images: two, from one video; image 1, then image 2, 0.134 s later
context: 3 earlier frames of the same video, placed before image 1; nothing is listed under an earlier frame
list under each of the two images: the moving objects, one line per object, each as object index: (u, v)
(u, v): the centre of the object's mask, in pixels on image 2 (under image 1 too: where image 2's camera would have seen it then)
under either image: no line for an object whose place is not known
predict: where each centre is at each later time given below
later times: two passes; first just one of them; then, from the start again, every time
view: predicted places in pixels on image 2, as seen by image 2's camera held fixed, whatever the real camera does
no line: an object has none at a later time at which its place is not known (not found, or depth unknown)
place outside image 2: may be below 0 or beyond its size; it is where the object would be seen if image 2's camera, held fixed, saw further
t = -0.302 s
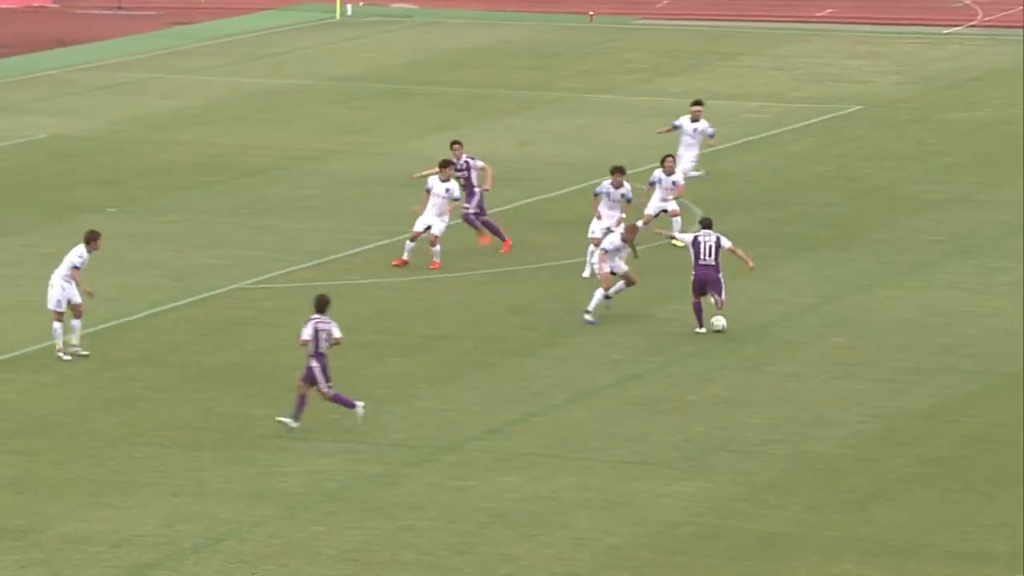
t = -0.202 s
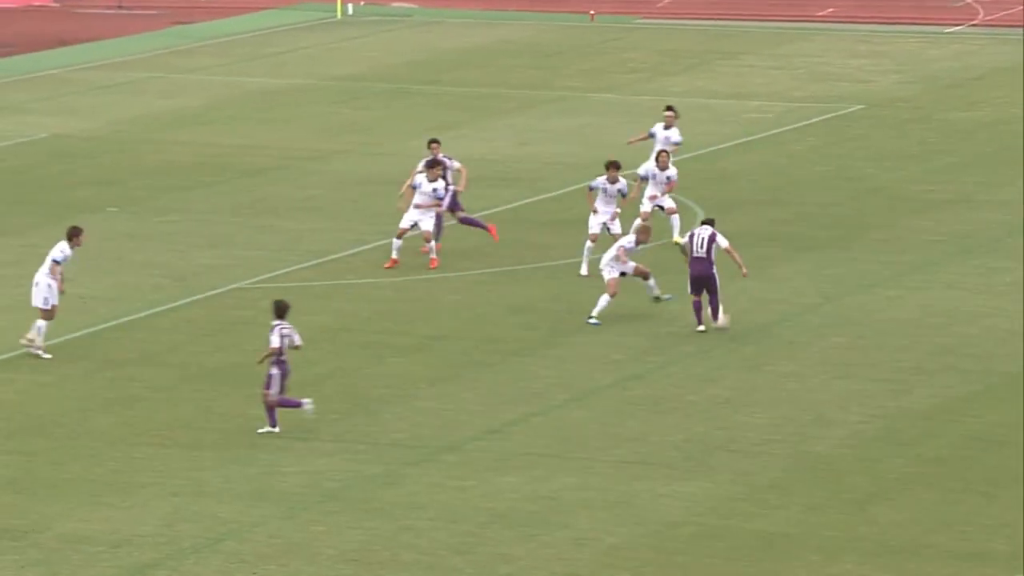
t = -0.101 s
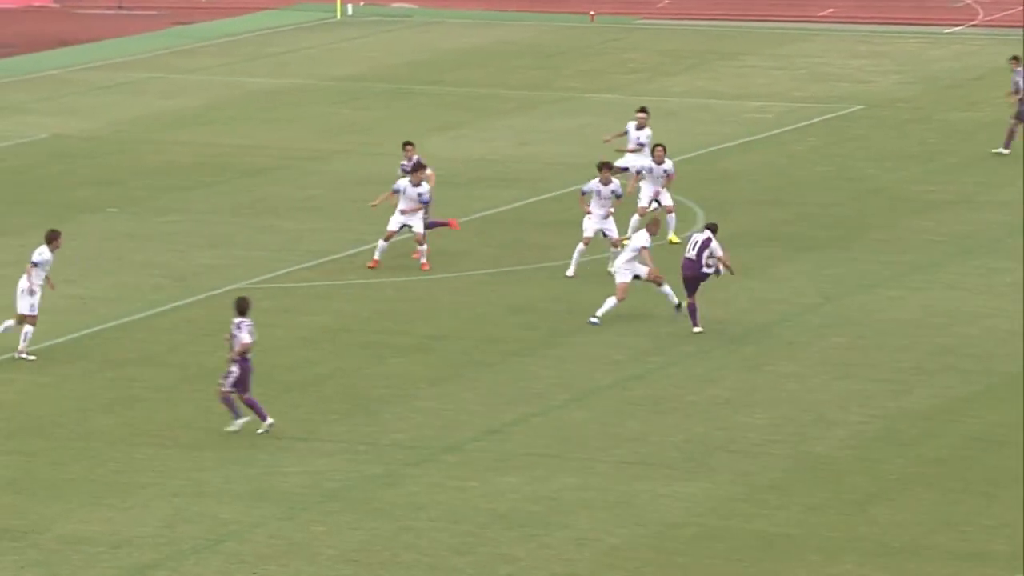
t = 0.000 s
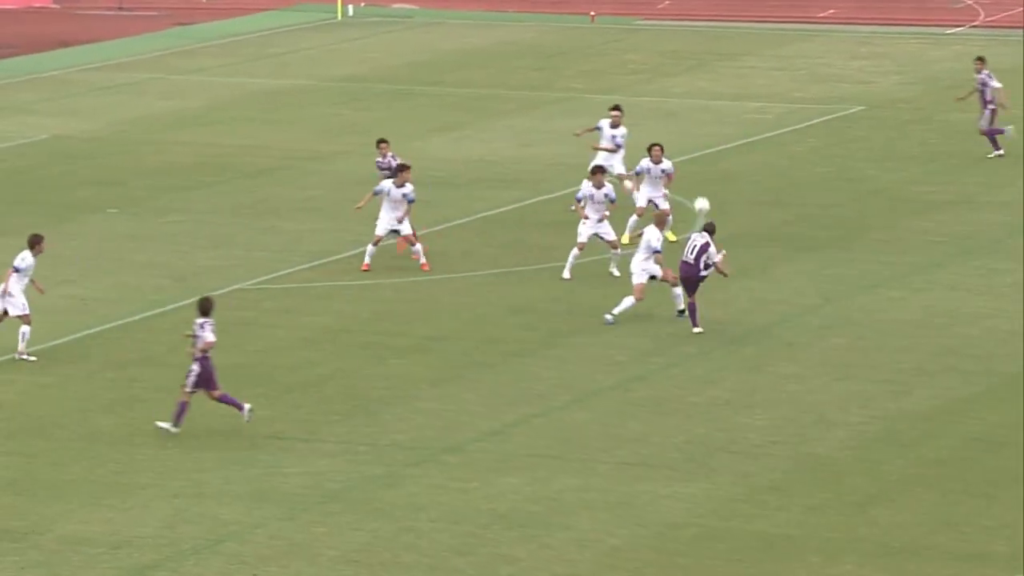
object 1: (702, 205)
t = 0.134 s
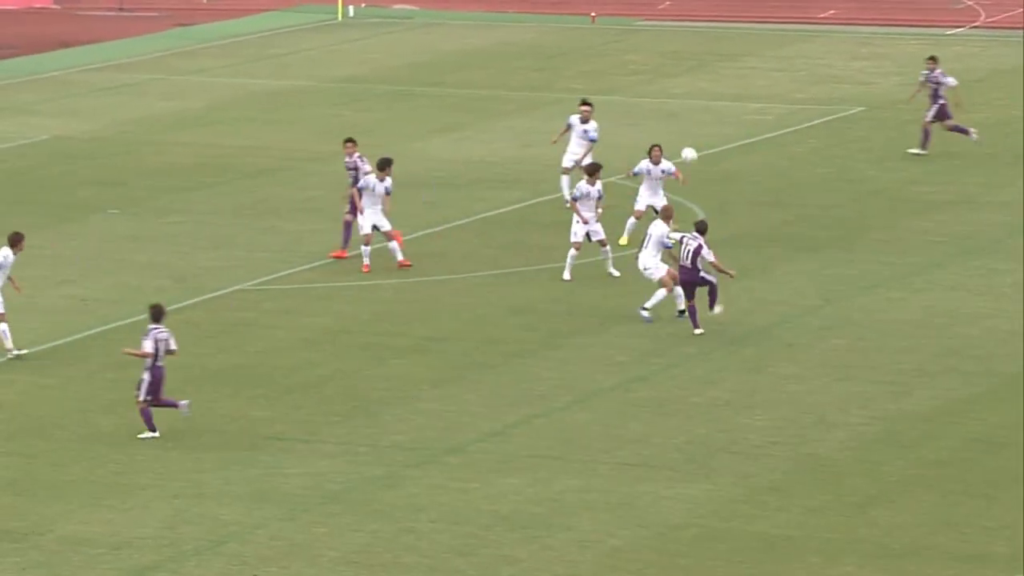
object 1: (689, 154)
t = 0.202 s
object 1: (681, 134)
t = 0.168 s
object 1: (684, 144)
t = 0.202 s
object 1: (681, 134)
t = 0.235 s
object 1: (676, 125)
